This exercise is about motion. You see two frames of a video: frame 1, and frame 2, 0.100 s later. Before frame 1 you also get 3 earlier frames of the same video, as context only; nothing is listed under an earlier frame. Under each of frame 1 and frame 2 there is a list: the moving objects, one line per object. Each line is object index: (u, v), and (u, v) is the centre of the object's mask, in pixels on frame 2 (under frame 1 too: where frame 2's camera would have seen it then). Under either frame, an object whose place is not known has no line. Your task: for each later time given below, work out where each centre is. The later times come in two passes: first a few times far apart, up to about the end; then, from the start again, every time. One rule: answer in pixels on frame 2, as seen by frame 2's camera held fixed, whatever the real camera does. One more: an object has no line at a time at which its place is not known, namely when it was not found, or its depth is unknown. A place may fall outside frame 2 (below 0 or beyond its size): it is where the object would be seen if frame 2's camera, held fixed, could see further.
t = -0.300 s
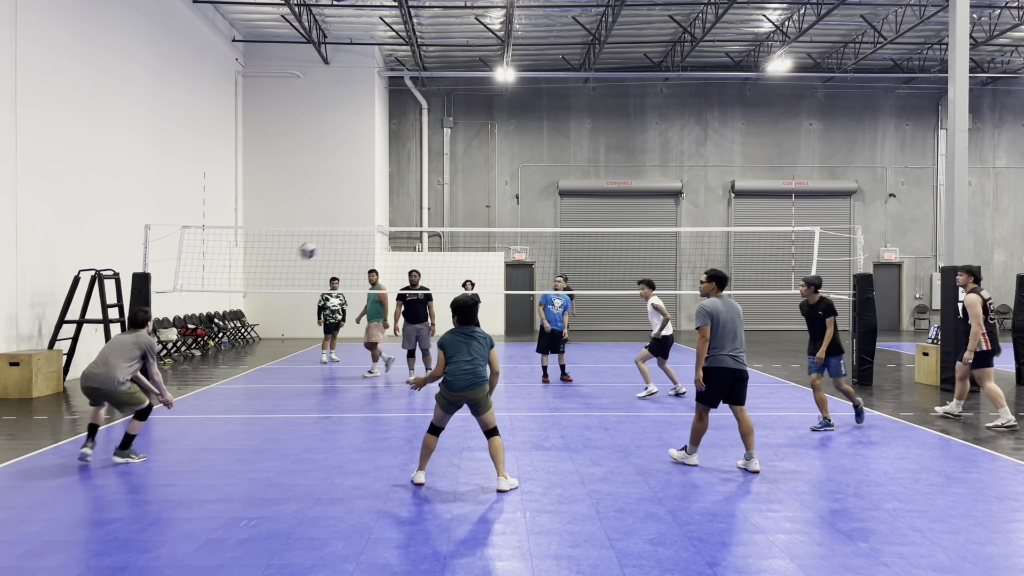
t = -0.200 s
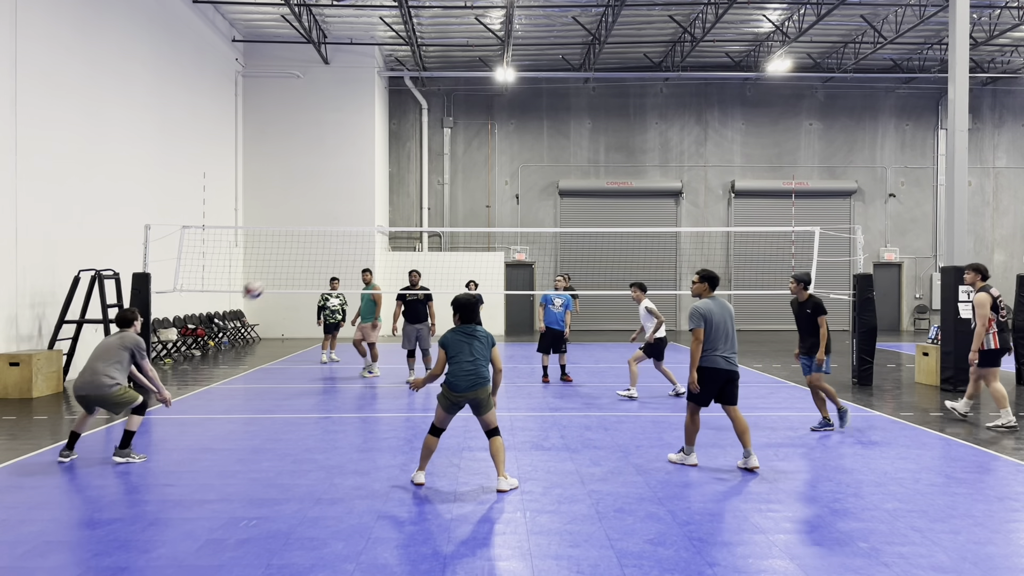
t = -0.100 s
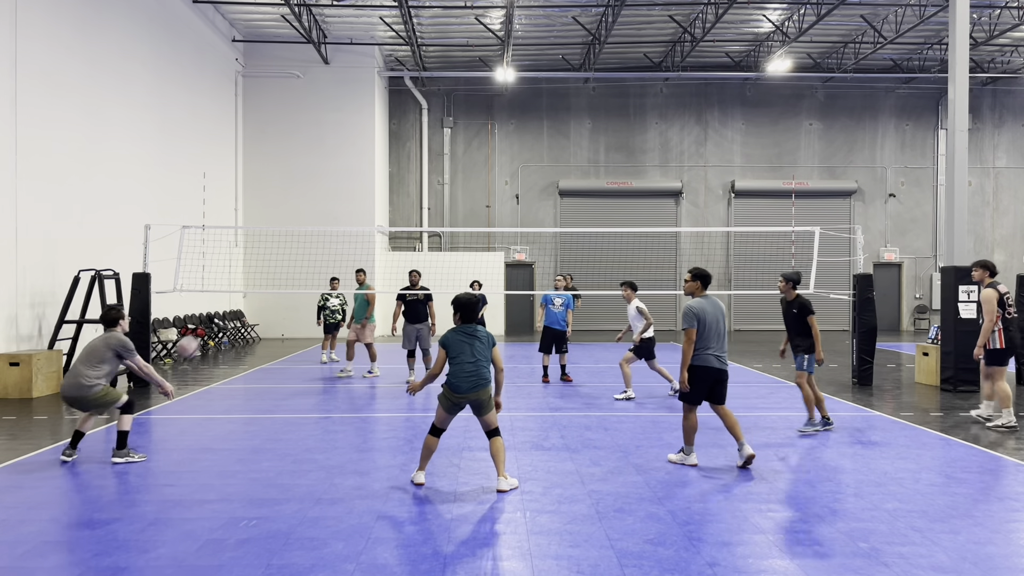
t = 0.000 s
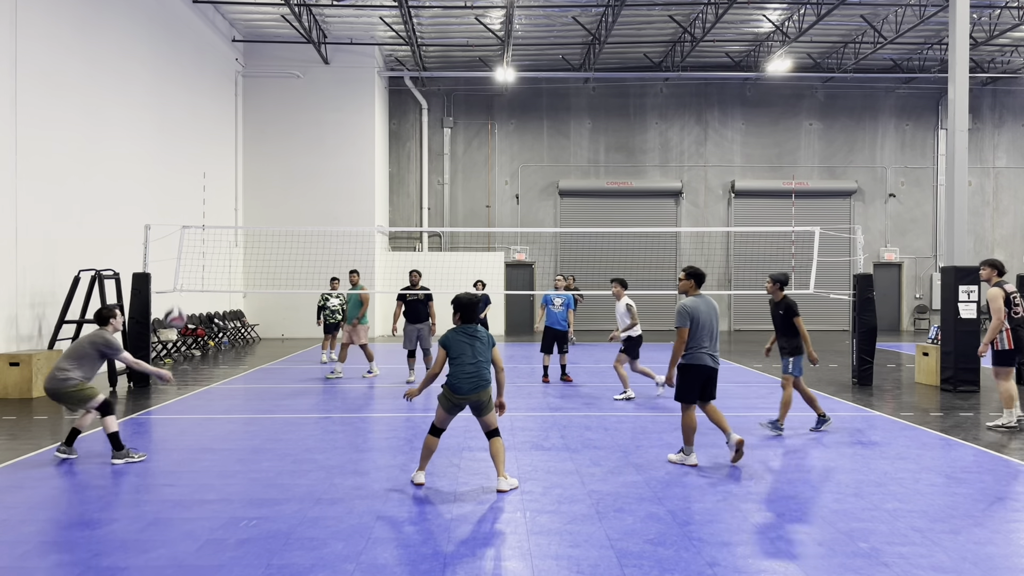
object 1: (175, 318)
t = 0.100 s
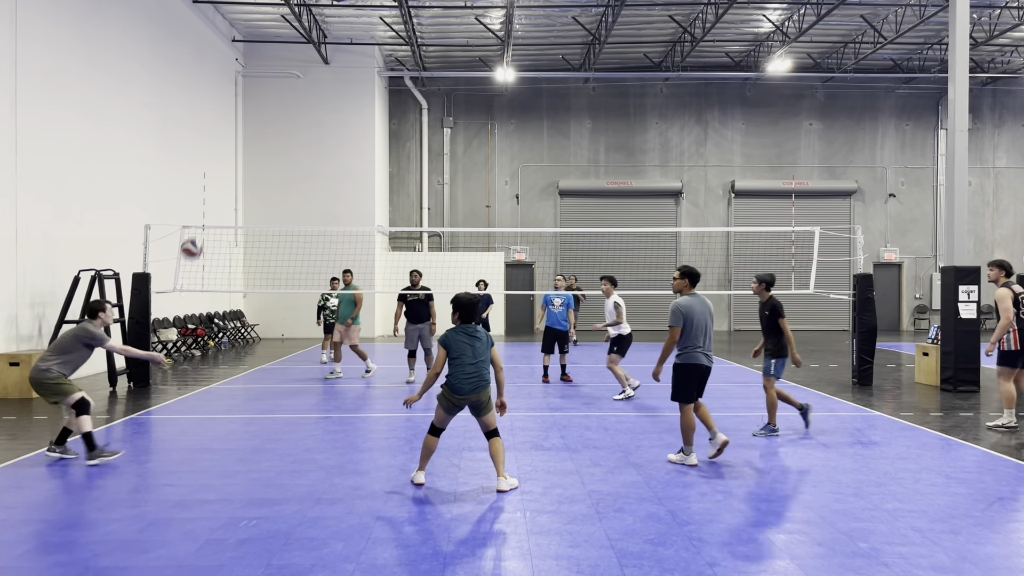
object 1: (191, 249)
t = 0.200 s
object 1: (207, 192)
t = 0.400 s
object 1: (237, 111)
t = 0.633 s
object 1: (269, 70)
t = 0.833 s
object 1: (294, 76)
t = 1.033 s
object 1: (319, 118)
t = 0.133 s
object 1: (197, 228)
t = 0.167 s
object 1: (202, 209)
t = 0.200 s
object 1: (207, 192)
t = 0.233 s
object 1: (213, 175)
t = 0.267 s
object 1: (218, 160)
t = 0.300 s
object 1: (222, 145)
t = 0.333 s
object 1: (228, 133)
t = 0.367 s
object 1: (232, 121)
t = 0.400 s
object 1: (237, 111)
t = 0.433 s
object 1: (242, 101)
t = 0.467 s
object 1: (247, 93)
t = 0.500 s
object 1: (251, 87)
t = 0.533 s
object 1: (256, 81)
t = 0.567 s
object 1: (260, 76)
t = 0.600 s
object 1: (265, 72)
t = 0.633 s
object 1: (269, 70)
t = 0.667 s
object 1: (273, 68)
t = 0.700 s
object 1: (278, 67)
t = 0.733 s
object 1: (282, 68)
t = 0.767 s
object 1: (286, 70)
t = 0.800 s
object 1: (291, 72)
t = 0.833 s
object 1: (294, 76)
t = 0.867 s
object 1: (298, 80)
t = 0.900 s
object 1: (303, 86)
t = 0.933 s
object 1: (307, 92)
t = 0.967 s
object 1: (311, 100)
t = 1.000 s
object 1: (315, 109)
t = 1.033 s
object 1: (319, 118)
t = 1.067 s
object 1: (323, 129)
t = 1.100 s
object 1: (327, 140)
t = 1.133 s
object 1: (331, 152)
